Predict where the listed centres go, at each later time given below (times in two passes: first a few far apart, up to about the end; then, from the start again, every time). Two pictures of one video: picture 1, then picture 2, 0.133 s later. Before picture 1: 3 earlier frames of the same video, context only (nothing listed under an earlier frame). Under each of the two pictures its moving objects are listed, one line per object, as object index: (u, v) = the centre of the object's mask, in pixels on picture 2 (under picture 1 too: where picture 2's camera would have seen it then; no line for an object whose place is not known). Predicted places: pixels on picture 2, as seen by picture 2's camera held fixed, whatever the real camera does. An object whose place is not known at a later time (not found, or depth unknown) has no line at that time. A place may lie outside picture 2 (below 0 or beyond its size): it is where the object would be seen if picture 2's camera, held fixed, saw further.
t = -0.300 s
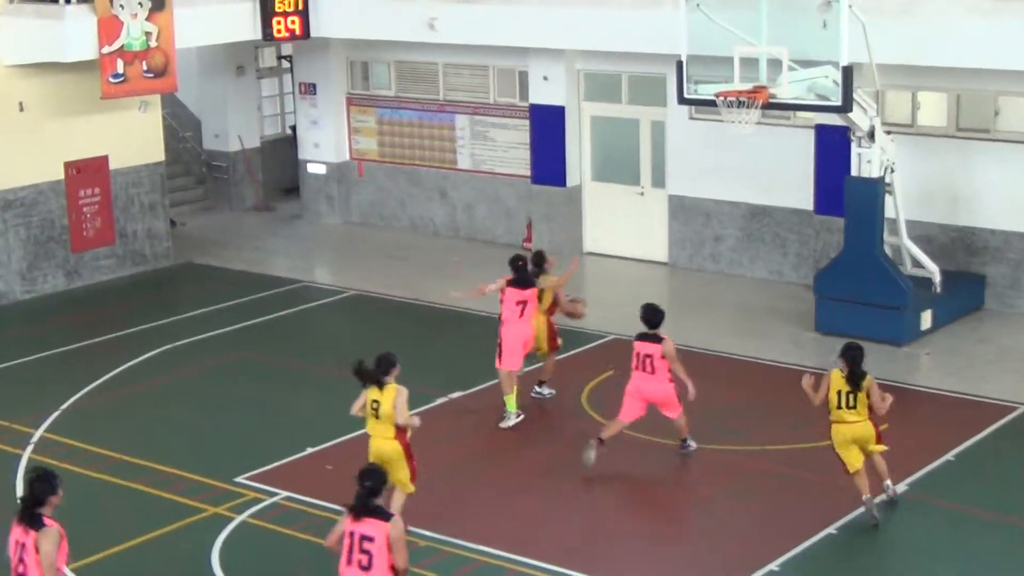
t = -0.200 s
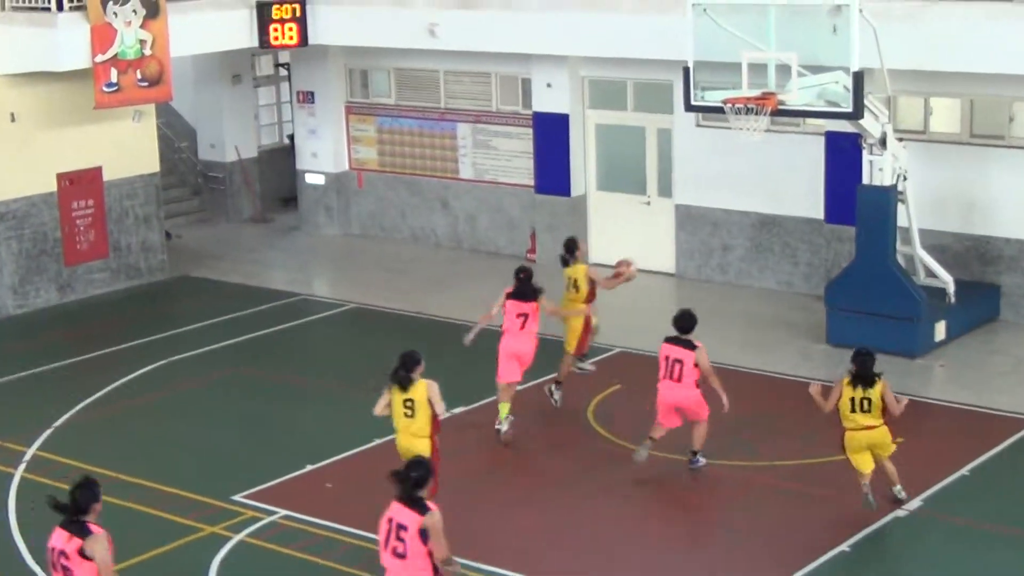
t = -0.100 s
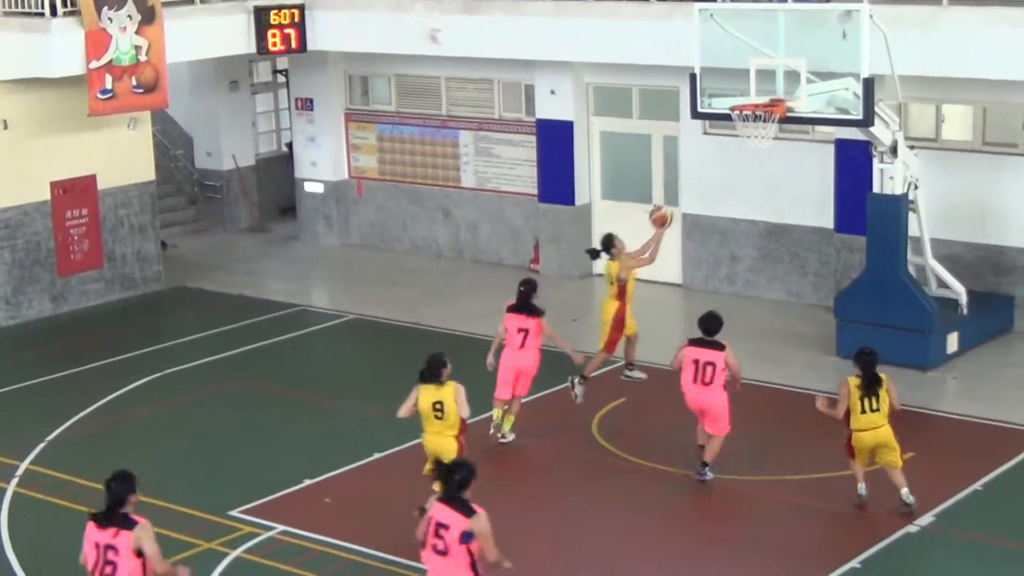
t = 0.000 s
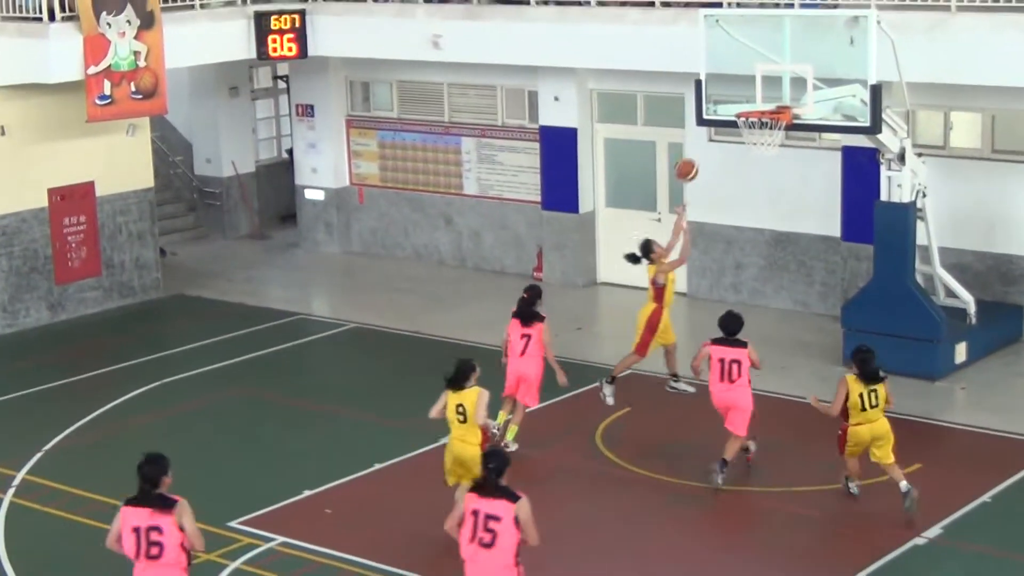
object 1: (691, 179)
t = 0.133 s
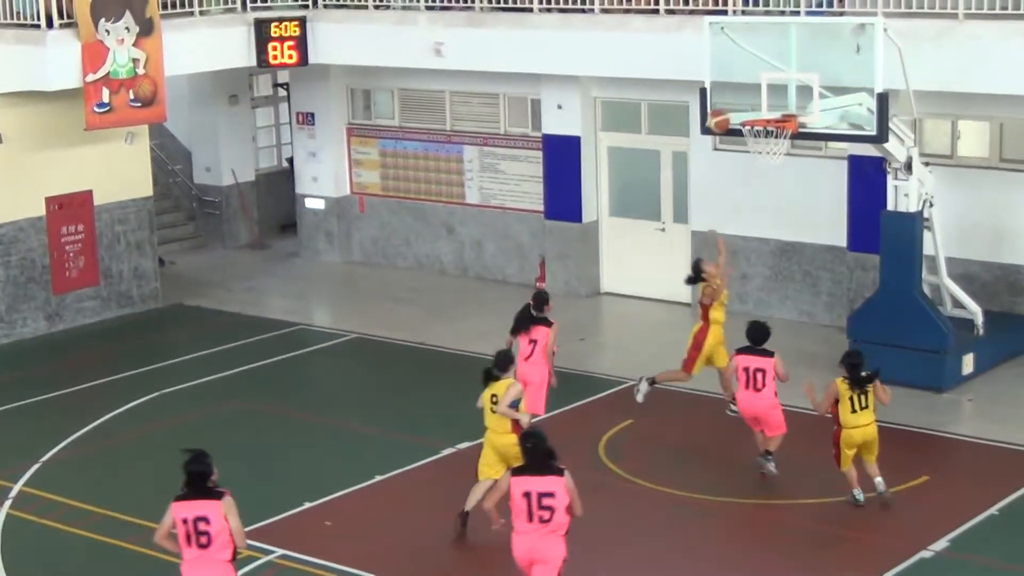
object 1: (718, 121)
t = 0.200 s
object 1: (731, 100)
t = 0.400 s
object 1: (732, 81)
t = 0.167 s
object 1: (724, 110)
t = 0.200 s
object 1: (731, 100)
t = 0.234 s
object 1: (733, 93)
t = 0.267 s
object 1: (733, 88)
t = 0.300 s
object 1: (733, 84)
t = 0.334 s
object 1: (732, 82)
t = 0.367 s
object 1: (732, 81)
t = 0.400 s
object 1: (732, 81)
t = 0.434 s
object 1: (732, 83)
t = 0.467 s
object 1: (732, 84)
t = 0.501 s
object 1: (732, 88)
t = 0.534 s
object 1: (731, 93)
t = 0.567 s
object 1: (731, 99)
